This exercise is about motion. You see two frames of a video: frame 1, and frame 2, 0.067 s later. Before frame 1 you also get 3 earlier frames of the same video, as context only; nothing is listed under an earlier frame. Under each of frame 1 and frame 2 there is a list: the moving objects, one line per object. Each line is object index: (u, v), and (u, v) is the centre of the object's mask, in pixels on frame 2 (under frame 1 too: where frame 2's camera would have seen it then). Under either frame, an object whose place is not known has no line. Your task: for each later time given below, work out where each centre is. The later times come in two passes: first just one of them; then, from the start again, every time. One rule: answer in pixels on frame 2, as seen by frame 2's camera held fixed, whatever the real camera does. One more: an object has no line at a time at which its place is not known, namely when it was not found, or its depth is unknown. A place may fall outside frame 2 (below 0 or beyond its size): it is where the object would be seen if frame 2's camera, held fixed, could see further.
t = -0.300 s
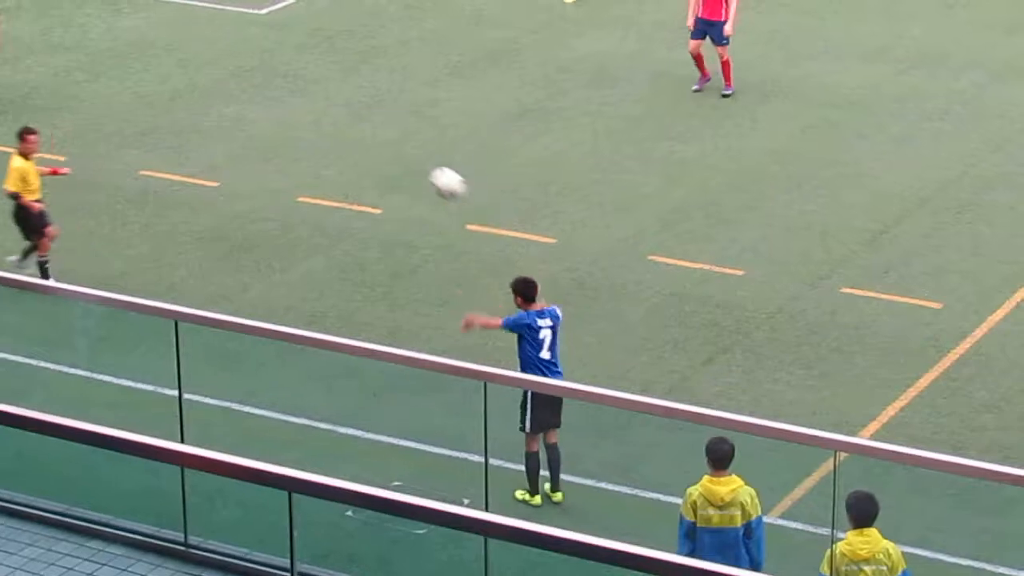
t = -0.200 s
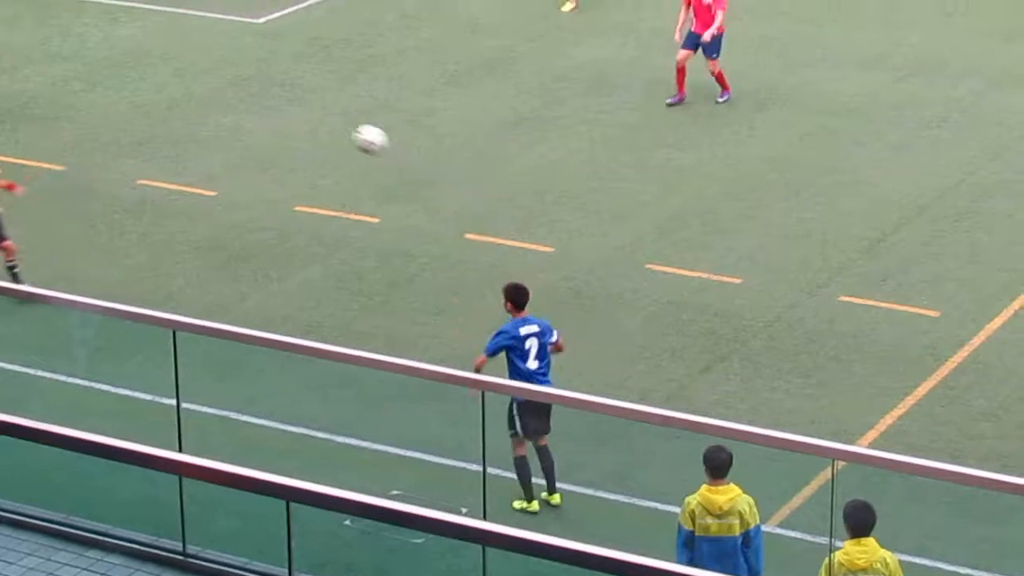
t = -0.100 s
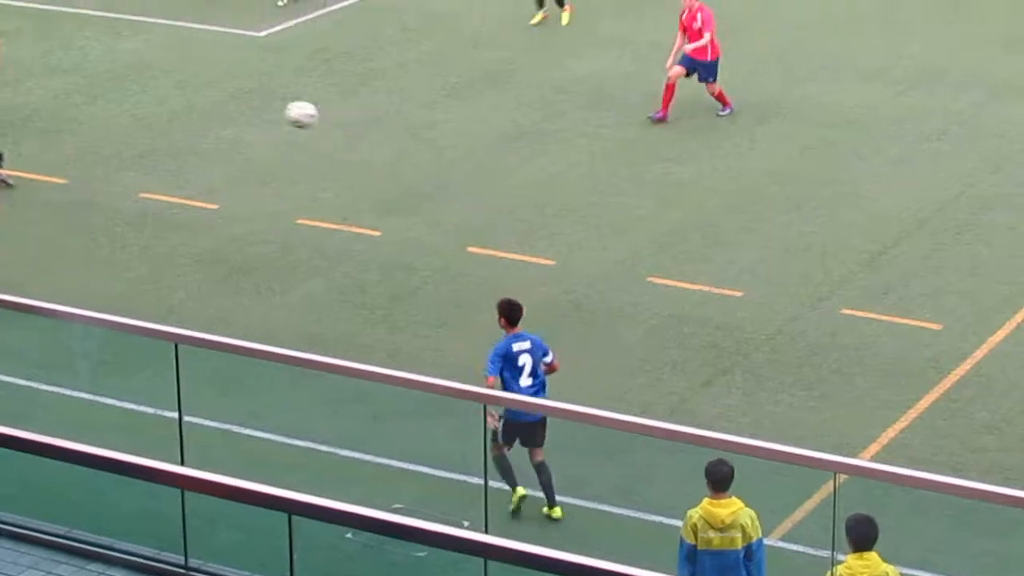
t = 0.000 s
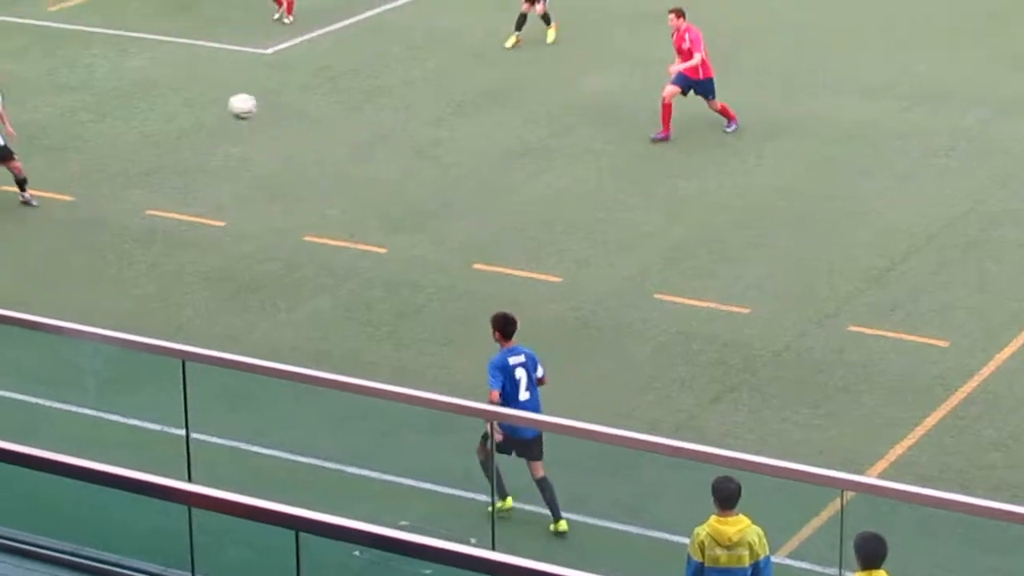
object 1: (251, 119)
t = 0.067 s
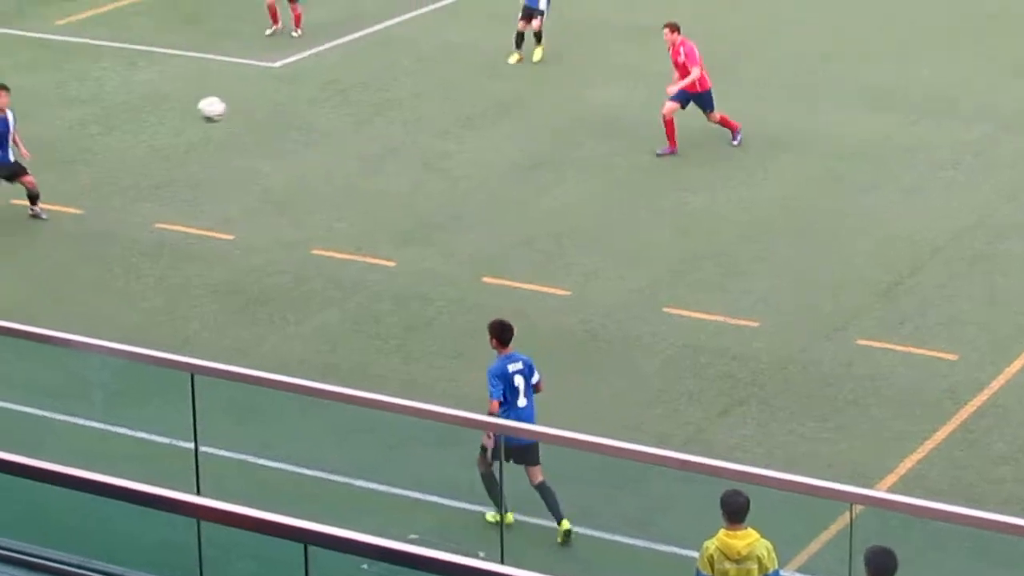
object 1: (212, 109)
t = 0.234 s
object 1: (118, 105)
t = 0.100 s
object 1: (191, 106)
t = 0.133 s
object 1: (171, 103)
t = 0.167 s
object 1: (153, 103)
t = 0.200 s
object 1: (137, 104)
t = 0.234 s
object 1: (118, 105)
